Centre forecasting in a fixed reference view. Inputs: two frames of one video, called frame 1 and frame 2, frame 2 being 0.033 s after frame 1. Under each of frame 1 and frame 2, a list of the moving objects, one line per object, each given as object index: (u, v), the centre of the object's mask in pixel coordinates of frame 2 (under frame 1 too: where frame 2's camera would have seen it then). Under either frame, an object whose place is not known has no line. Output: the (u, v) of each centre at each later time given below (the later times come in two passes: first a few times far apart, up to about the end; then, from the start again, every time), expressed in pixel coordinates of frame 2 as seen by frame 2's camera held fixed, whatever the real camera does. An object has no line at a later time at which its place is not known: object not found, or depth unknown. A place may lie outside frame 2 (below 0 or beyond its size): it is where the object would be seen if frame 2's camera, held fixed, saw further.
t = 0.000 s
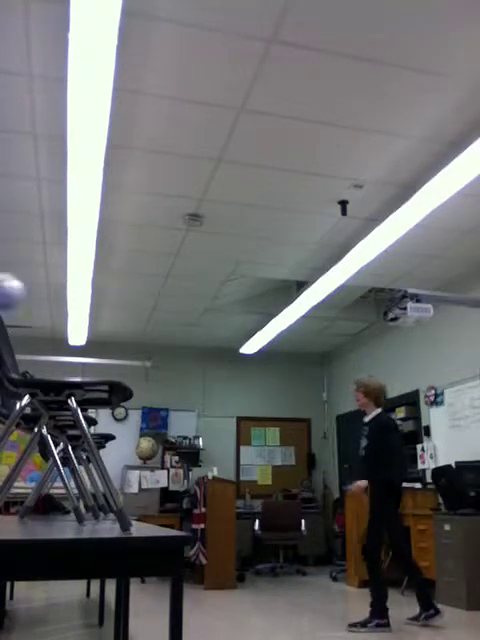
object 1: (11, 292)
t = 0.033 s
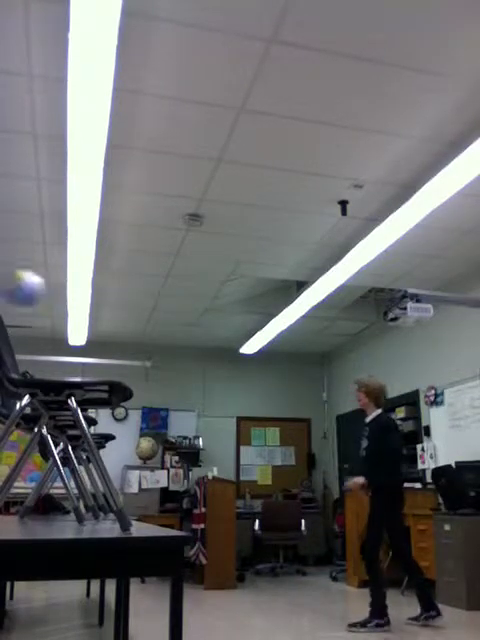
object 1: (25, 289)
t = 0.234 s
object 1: (126, 290)
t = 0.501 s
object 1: (235, 341)
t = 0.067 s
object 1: (46, 285)
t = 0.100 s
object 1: (60, 284)
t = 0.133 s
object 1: (80, 286)
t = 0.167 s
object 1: (97, 286)
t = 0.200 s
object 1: (110, 286)
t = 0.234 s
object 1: (126, 290)
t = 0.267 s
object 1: (142, 294)
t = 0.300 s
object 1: (156, 298)
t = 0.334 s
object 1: (170, 304)
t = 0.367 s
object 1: (184, 310)
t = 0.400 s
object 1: (198, 317)
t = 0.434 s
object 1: (208, 324)
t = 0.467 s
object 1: (224, 333)
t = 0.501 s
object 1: (235, 341)
